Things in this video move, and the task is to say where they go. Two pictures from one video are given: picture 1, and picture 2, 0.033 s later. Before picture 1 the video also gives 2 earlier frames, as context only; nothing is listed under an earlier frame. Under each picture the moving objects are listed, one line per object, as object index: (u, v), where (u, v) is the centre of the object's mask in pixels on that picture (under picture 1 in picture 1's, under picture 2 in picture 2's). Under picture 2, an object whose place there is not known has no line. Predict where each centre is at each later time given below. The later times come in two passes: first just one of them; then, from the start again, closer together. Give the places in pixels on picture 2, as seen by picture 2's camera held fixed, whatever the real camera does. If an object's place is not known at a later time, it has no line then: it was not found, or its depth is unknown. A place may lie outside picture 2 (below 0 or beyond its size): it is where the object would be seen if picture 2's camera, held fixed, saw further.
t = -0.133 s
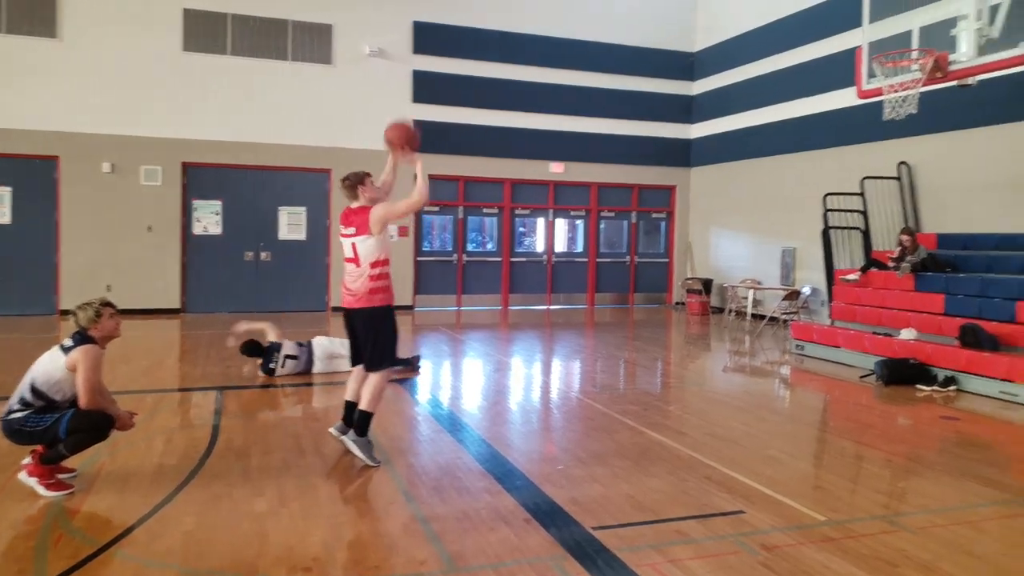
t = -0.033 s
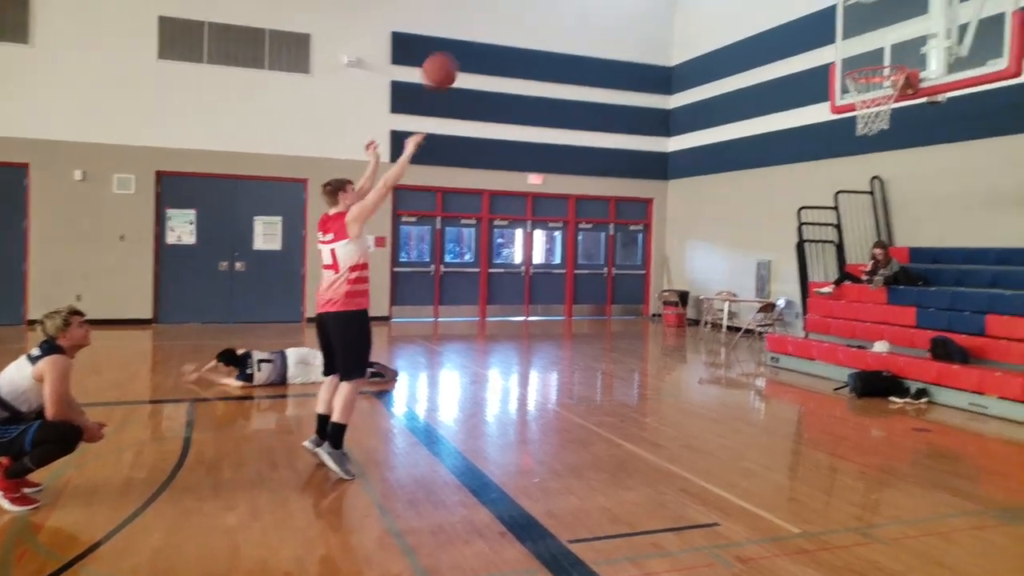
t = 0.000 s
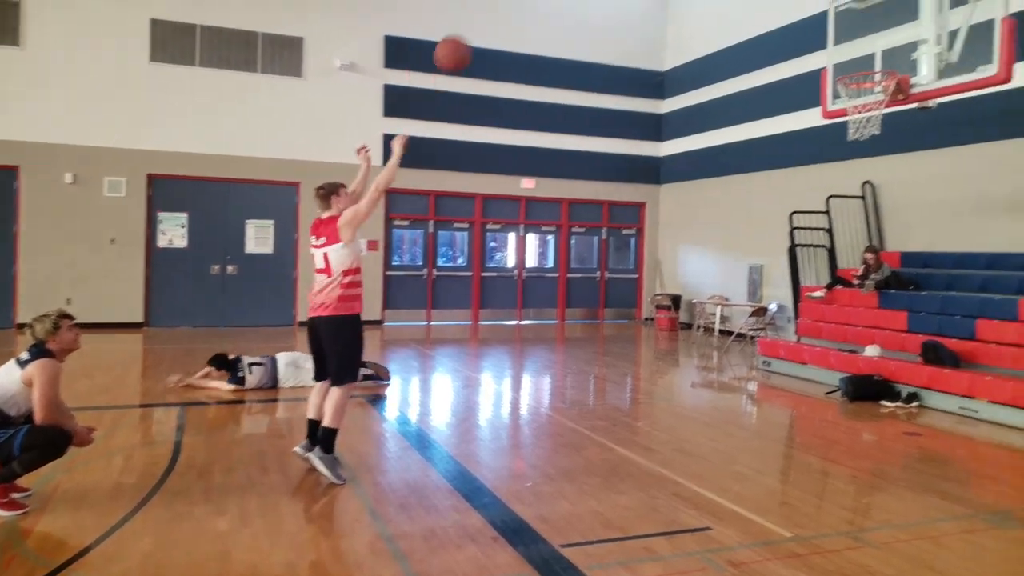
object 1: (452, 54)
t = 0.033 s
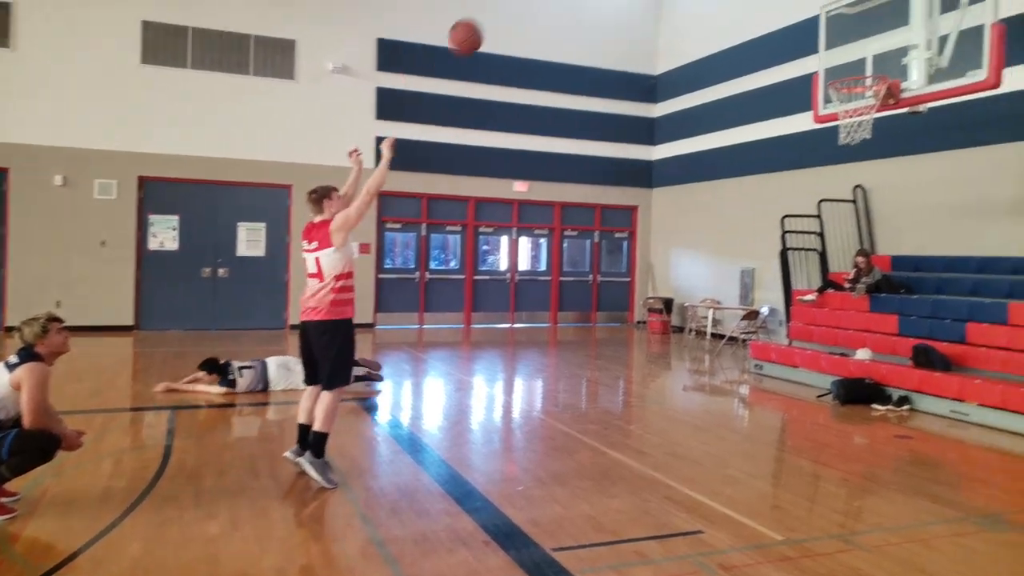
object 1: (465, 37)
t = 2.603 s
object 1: (742, 312)
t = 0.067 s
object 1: (485, 19)
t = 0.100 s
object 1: (505, 6)
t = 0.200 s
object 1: (556, -16)
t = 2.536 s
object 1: (749, 287)
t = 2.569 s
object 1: (746, 300)
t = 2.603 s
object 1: (742, 312)
